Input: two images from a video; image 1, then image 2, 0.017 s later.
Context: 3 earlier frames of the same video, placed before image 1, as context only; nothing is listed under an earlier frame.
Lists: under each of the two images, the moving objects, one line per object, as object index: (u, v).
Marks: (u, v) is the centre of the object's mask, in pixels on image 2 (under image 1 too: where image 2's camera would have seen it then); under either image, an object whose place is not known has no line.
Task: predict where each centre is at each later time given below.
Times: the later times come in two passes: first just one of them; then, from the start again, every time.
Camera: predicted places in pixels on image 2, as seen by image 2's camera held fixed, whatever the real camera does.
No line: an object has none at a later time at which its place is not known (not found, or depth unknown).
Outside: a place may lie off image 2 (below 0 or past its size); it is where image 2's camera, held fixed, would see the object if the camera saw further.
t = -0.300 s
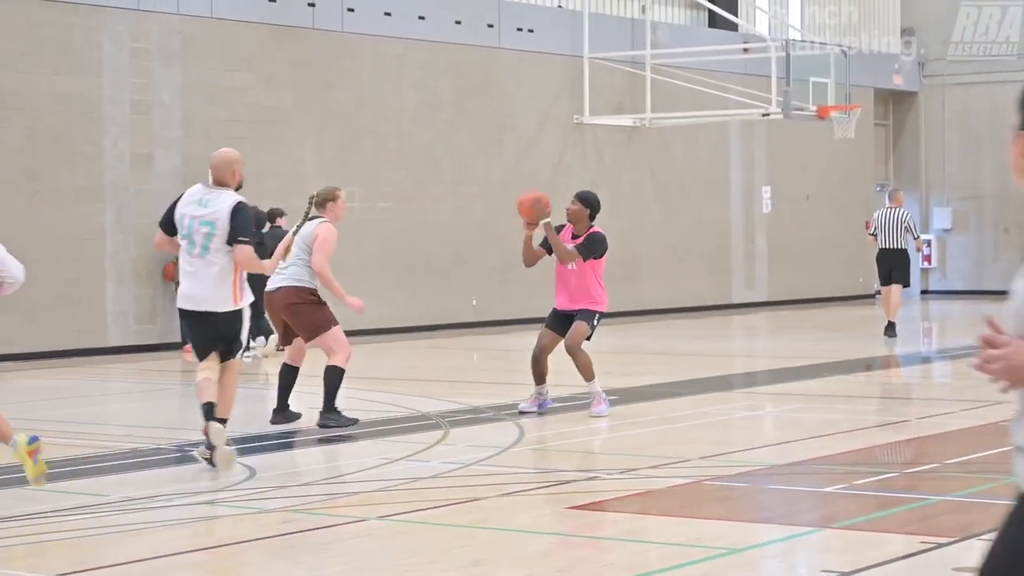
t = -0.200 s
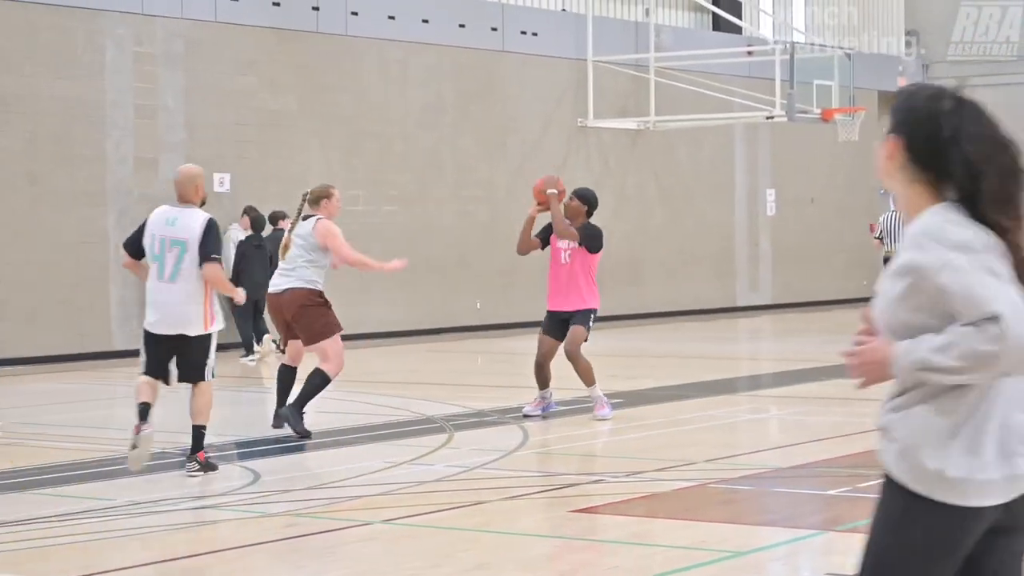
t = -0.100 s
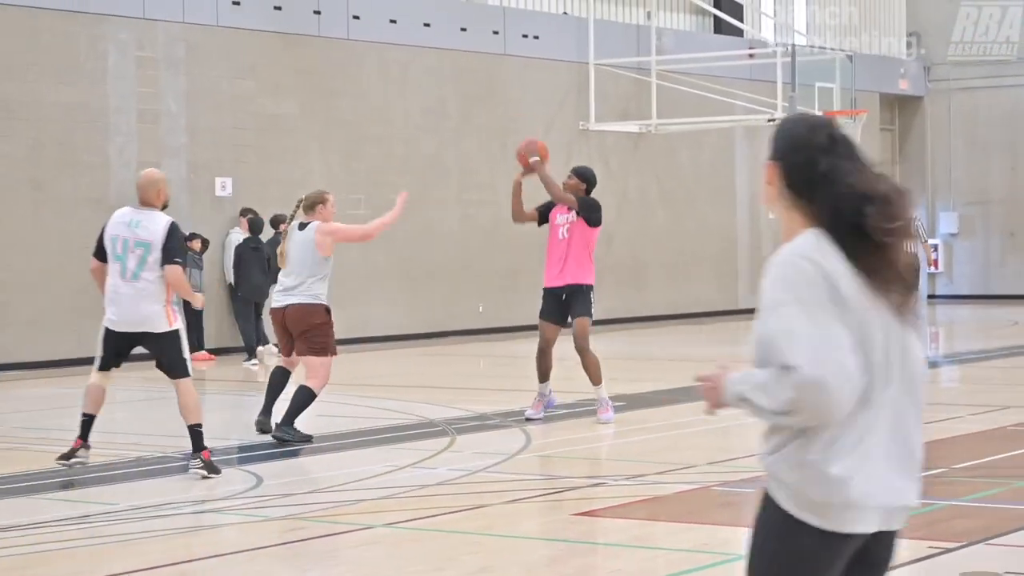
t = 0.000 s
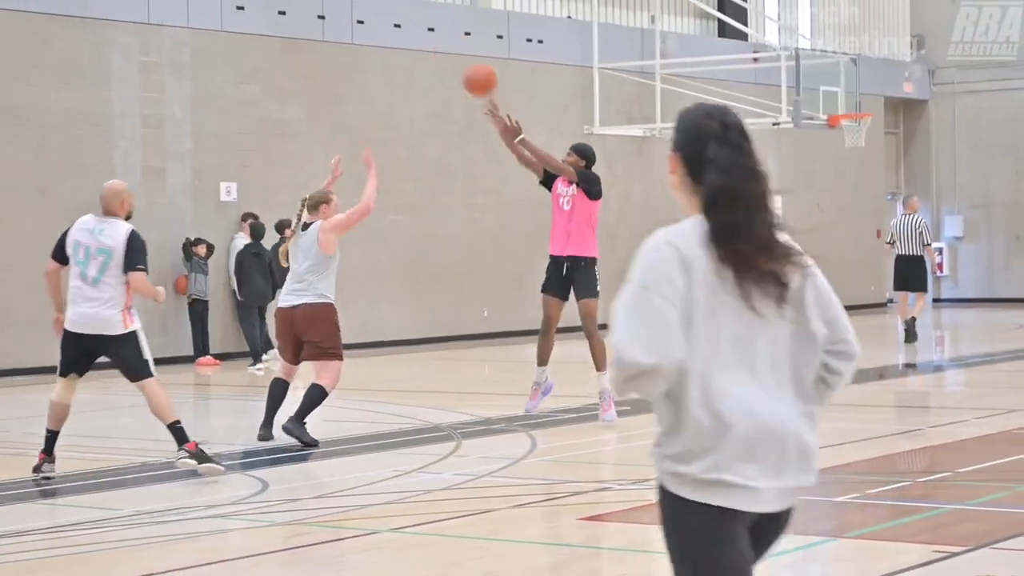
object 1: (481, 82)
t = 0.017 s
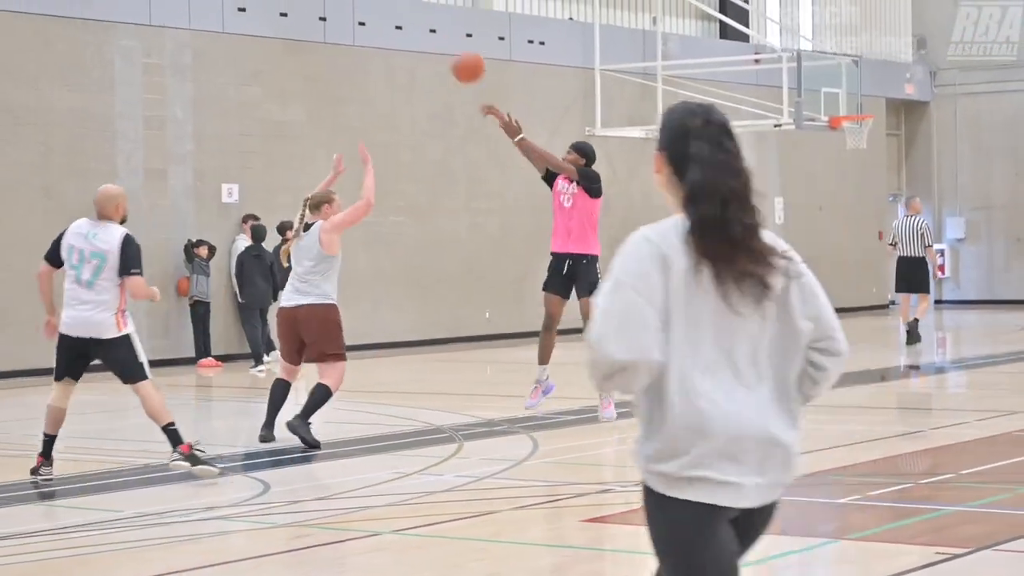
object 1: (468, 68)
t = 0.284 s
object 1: (240, -117)
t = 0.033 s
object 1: (454, 54)
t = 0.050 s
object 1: (440, 40)
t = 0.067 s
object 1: (426, 26)
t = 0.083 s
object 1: (412, 14)
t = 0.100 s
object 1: (398, 1)
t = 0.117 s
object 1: (383, -11)
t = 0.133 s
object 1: (369, -21)
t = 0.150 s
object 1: (354, -33)
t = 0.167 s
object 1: (340, -43)
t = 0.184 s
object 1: (325, -55)
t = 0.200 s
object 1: (311, -66)
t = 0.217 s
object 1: (295, -78)
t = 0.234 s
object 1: (280, -89)
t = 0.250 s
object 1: (268, -99)
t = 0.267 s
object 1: (254, -109)
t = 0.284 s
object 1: (240, -117)
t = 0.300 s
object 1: (226, -125)
